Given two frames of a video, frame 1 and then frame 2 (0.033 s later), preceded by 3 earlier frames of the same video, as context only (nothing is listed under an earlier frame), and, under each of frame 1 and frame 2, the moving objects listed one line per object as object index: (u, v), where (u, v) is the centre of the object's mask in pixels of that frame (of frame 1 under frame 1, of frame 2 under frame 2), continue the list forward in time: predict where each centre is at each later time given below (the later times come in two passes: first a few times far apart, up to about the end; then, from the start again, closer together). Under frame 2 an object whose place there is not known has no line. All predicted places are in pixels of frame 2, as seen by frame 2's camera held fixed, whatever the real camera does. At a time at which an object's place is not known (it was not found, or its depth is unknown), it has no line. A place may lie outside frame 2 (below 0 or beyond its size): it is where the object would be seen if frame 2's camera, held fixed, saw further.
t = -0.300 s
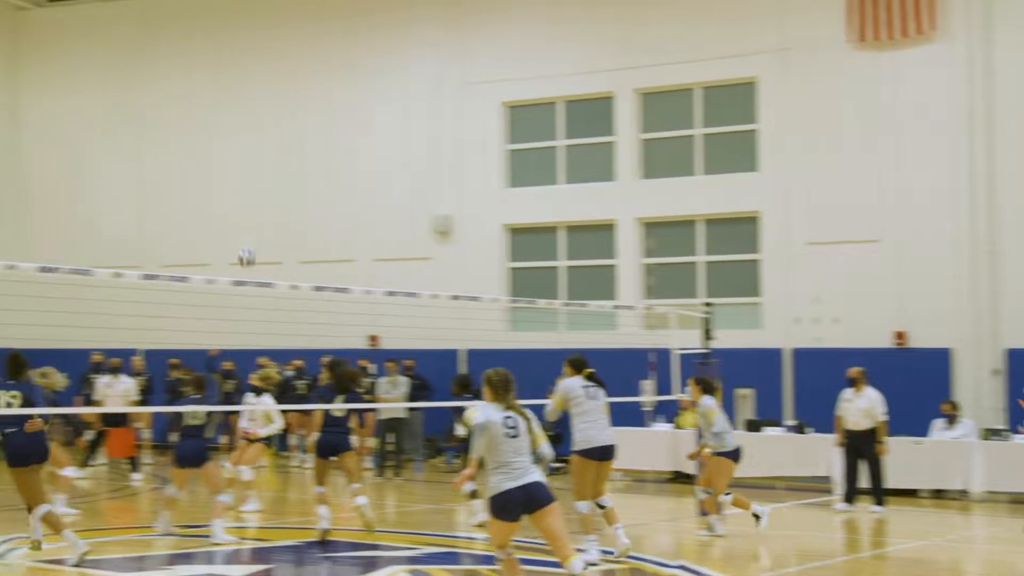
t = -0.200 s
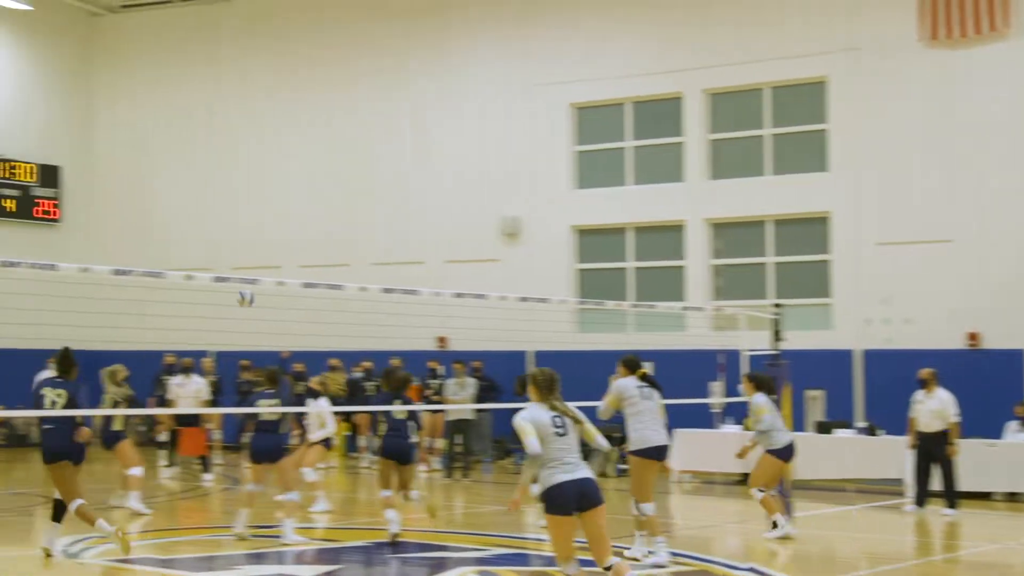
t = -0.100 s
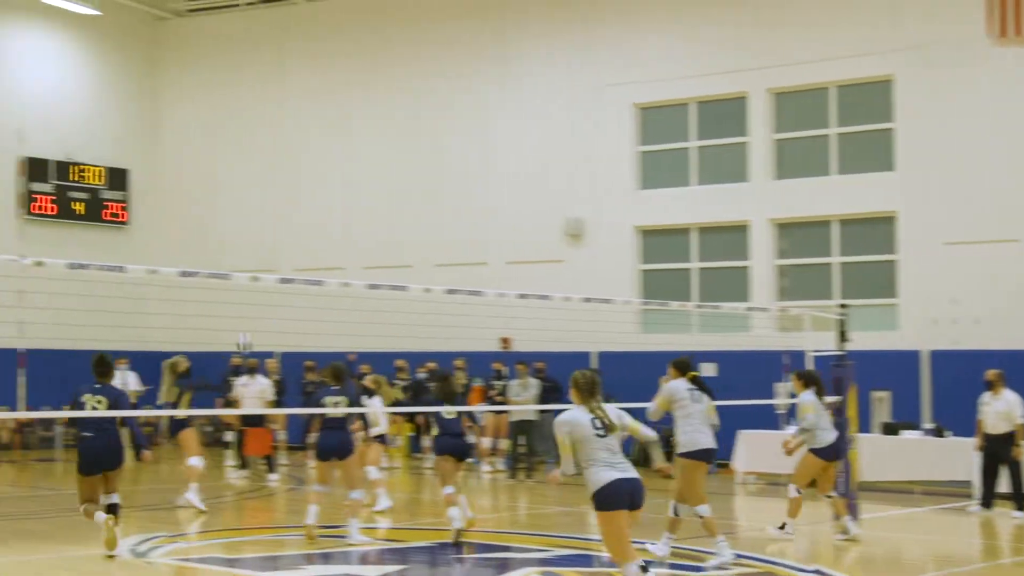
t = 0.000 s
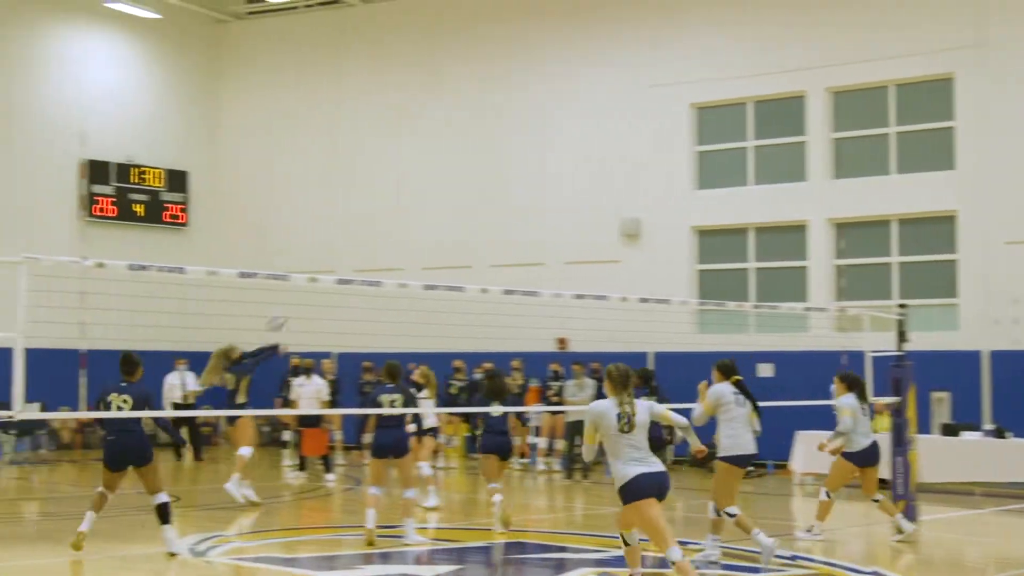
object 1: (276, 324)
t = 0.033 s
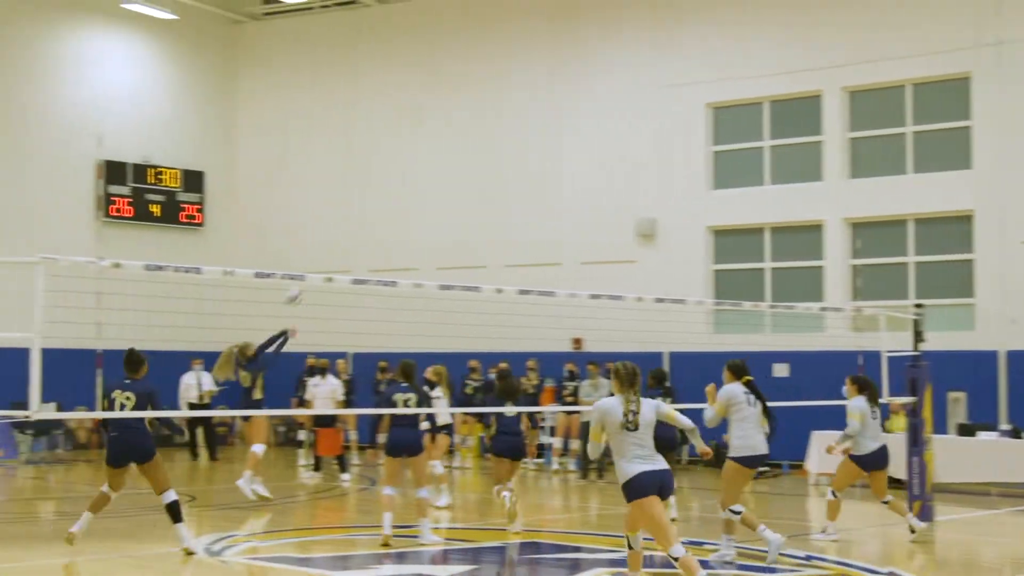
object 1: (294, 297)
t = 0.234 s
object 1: (304, 169)
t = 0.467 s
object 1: (315, 62)
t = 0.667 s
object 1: (322, 5)
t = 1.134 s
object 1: (334, 8)
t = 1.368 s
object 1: (340, 87)
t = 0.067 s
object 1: (299, 269)
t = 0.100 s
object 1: (298, 249)
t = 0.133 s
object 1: (299, 230)
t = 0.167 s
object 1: (301, 210)
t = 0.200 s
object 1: (303, 189)
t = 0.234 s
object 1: (304, 169)
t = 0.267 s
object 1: (305, 152)
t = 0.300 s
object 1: (308, 135)
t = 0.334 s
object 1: (308, 118)
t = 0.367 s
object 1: (310, 102)
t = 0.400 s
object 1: (311, 88)
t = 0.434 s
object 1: (313, 74)
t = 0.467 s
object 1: (315, 62)
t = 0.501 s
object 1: (316, 50)
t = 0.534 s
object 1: (317, 39)
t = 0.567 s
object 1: (318, 29)
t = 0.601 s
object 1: (319, 20)
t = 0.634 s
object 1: (320, 12)
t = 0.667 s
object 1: (322, 5)
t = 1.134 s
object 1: (334, 8)
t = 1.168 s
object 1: (335, 17)
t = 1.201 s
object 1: (335, 25)
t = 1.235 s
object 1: (337, 35)
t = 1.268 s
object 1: (337, 46)
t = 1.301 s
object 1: (338, 59)
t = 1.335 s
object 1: (339, 72)
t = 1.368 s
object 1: (340, 87)
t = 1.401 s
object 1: (341, 102)
